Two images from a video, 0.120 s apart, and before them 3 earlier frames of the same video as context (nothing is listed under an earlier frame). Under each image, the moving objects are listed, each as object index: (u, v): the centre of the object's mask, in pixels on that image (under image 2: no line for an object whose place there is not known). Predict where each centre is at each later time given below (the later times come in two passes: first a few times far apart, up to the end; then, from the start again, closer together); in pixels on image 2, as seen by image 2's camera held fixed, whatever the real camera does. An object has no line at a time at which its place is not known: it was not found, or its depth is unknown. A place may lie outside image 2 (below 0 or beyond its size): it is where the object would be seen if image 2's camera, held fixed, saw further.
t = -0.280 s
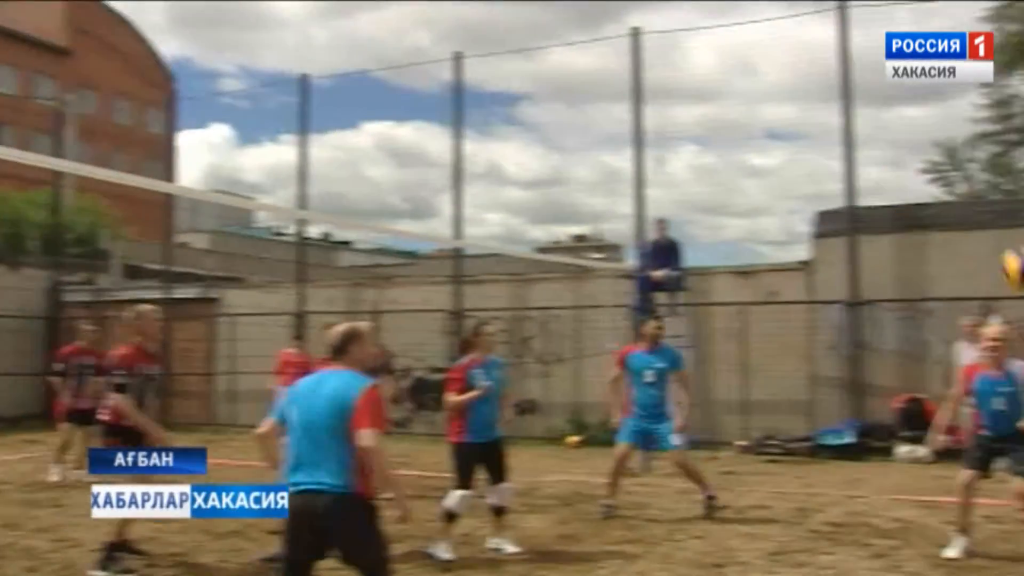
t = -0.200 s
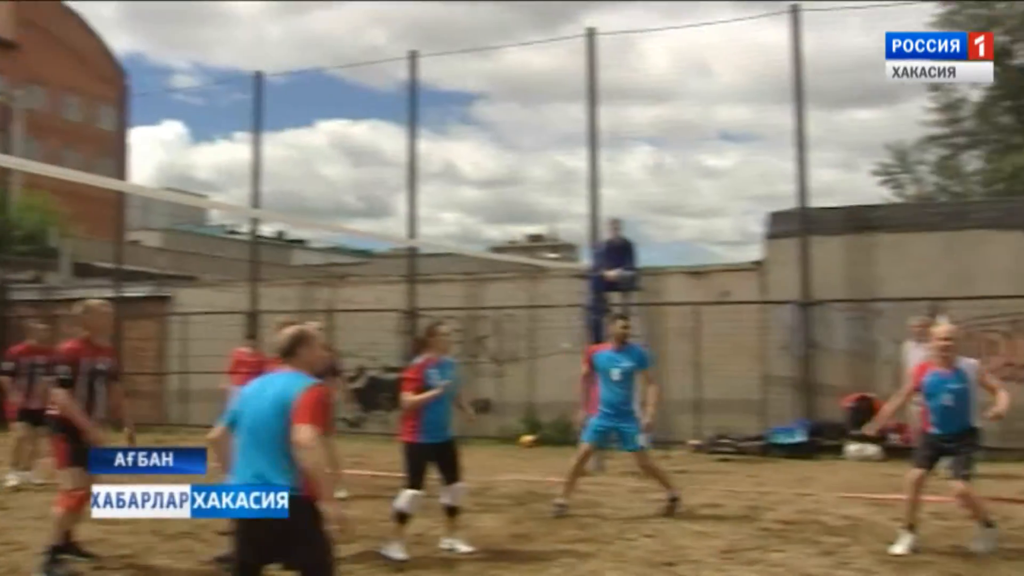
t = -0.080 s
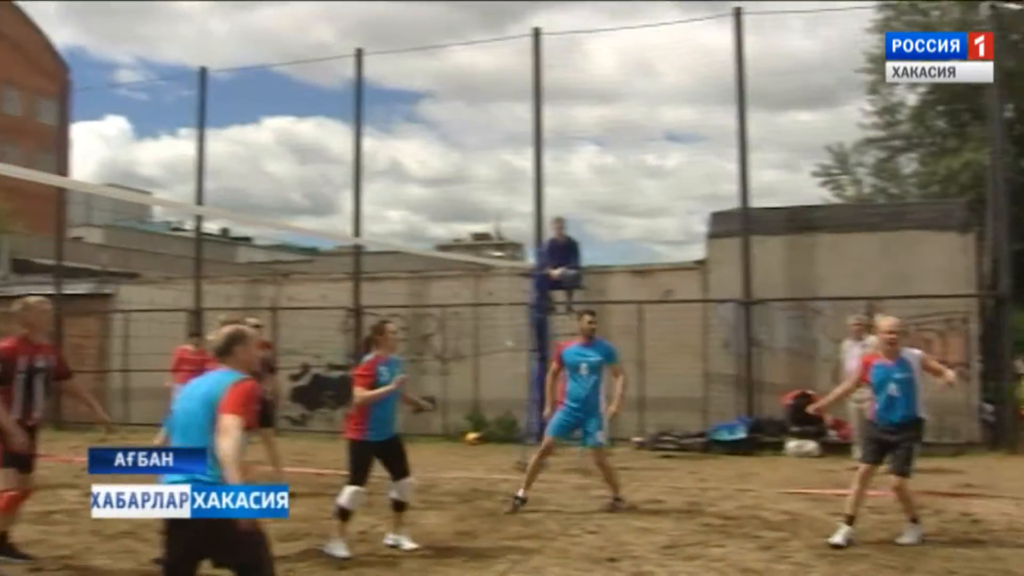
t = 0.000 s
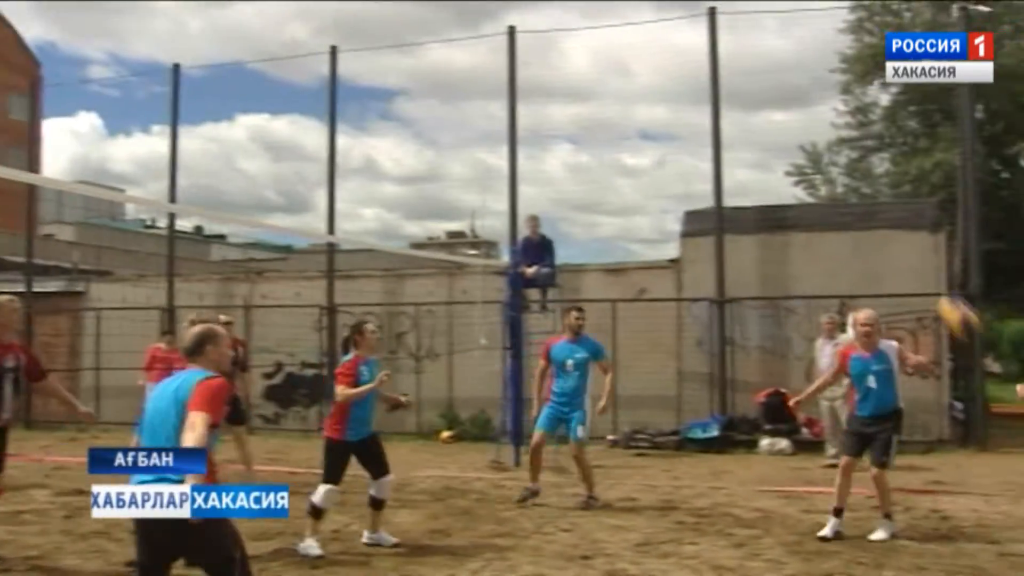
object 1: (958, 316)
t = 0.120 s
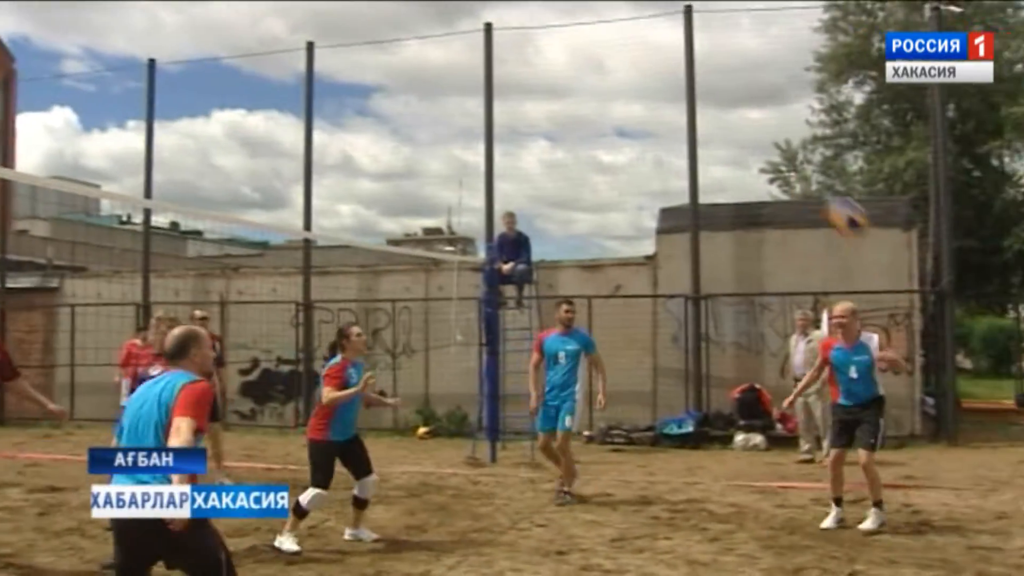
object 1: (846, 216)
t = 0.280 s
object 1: (739, 125)
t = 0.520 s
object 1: (582, 65)
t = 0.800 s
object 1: (403, 112)
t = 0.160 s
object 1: (817, 188)
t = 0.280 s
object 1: (739, 125)
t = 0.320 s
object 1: (711, 108)
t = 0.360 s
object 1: (685, 94)
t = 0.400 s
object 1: (658, 83)
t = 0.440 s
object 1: (632, 74)
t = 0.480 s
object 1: (607, 69)
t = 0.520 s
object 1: (582, 65)
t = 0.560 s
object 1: (556, 64)
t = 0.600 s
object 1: (530, 64)
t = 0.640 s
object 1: (504, 69)
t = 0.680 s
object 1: (479, 76)
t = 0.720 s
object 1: (455, 86)
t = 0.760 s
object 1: (429, 97)
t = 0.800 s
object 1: (403, 112)
